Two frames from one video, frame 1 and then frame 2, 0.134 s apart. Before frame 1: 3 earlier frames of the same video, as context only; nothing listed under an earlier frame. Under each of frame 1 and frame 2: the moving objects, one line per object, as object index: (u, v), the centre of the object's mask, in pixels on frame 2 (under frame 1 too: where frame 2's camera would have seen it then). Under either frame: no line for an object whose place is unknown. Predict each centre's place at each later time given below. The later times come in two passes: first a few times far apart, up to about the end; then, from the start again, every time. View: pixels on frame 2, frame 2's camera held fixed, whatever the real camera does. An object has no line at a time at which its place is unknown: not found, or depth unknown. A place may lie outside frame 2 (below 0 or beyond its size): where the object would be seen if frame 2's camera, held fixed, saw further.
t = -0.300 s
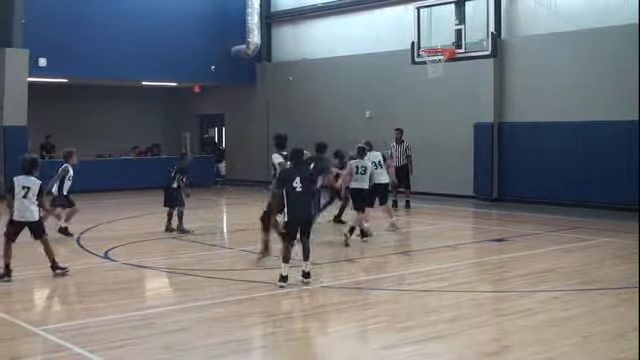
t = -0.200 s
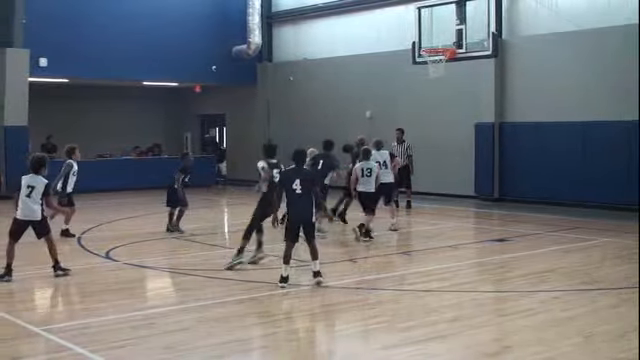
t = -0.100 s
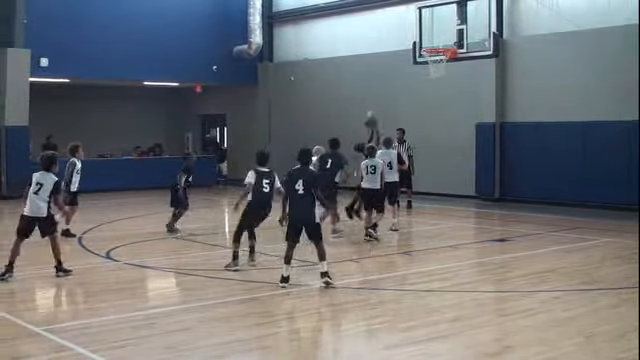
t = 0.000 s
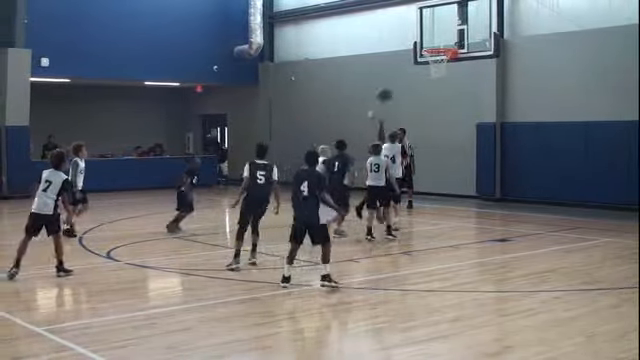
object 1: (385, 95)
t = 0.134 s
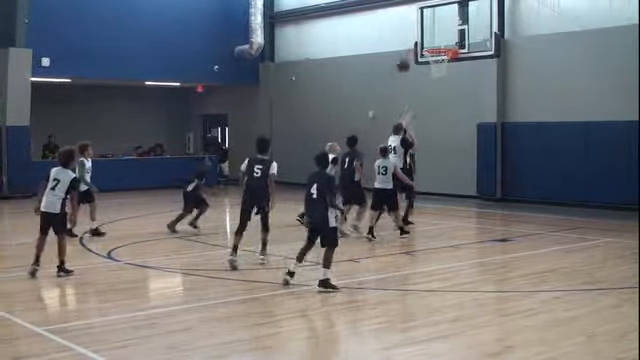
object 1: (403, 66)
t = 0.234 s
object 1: (415, 49)
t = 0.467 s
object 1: (439, 34)
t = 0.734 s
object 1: (435, 55)
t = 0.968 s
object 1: (435, 79)
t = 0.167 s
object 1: (407, 60)
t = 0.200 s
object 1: (411, 55)
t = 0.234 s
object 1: (415, 49)
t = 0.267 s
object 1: (420, 45)
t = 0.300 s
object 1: (425, 42)
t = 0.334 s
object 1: (430, 39)
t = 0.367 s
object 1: (434, 37)
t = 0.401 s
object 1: (438, 35)
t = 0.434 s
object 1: (439, 34)
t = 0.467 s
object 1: (439, 34)
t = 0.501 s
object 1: (438, 35)
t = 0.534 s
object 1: (438, 36)
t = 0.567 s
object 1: (437, 38)
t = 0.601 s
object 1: (437, 40)
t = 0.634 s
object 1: (437, 43)
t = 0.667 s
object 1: (436, 45)
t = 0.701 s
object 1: (435, 52)
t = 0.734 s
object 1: (435, 55)
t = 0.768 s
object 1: (435, 61)
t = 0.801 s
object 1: (434, 62)
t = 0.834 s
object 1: (434, 66)
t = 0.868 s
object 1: (434, 67)
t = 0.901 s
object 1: (435, 72)
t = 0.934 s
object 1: (435, 75)
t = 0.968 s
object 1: (435, 79)
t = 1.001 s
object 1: (435, 86)
